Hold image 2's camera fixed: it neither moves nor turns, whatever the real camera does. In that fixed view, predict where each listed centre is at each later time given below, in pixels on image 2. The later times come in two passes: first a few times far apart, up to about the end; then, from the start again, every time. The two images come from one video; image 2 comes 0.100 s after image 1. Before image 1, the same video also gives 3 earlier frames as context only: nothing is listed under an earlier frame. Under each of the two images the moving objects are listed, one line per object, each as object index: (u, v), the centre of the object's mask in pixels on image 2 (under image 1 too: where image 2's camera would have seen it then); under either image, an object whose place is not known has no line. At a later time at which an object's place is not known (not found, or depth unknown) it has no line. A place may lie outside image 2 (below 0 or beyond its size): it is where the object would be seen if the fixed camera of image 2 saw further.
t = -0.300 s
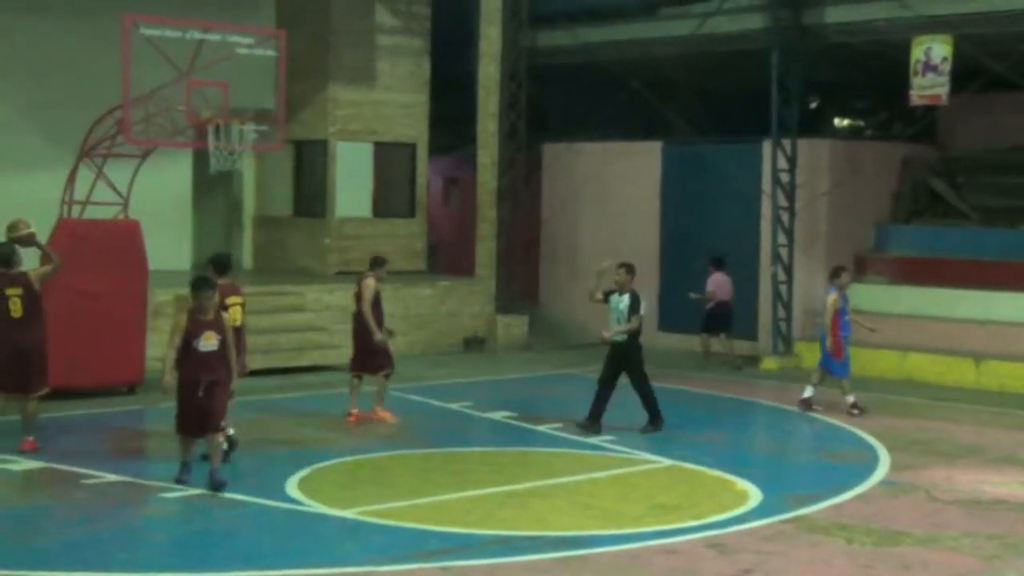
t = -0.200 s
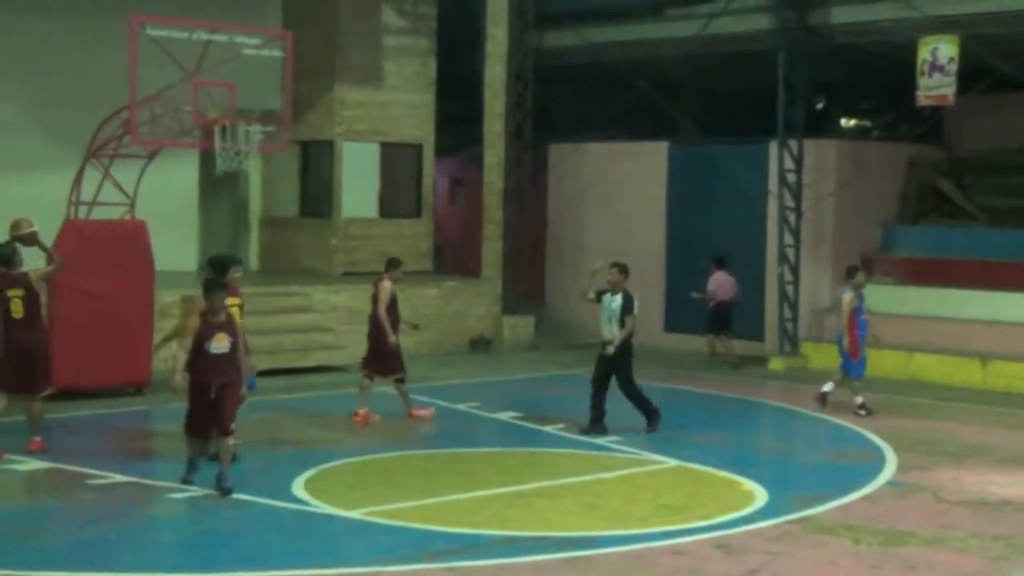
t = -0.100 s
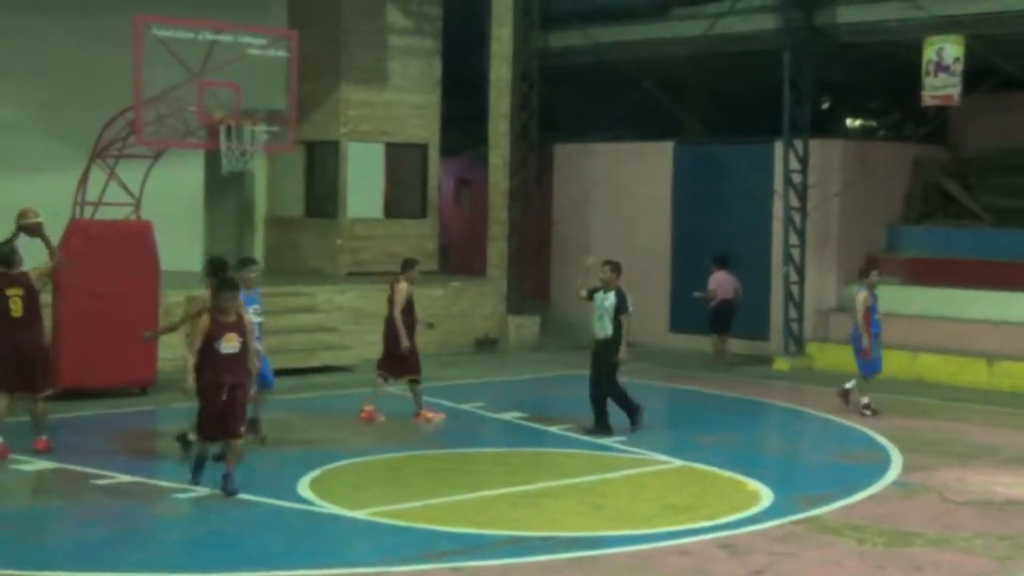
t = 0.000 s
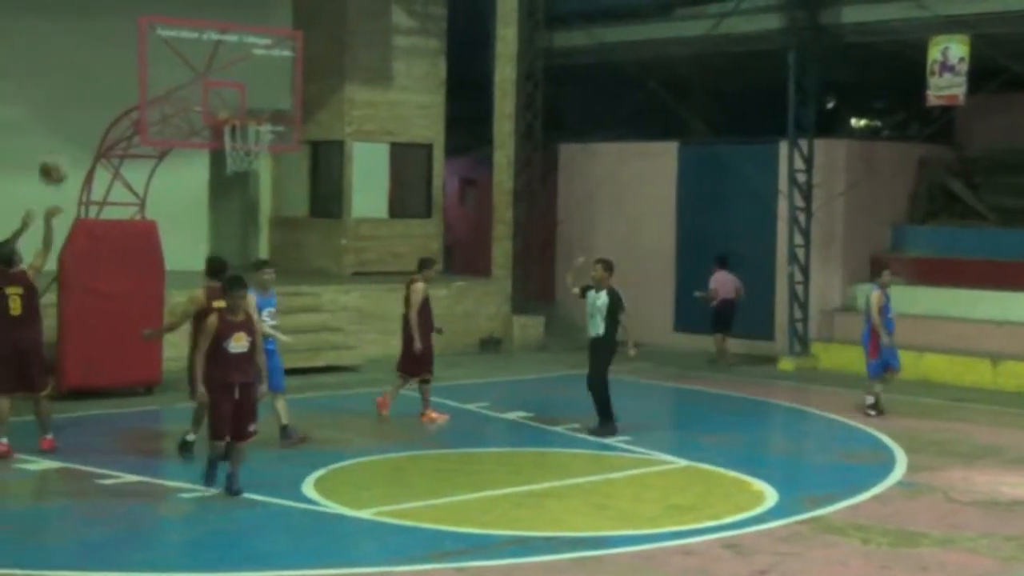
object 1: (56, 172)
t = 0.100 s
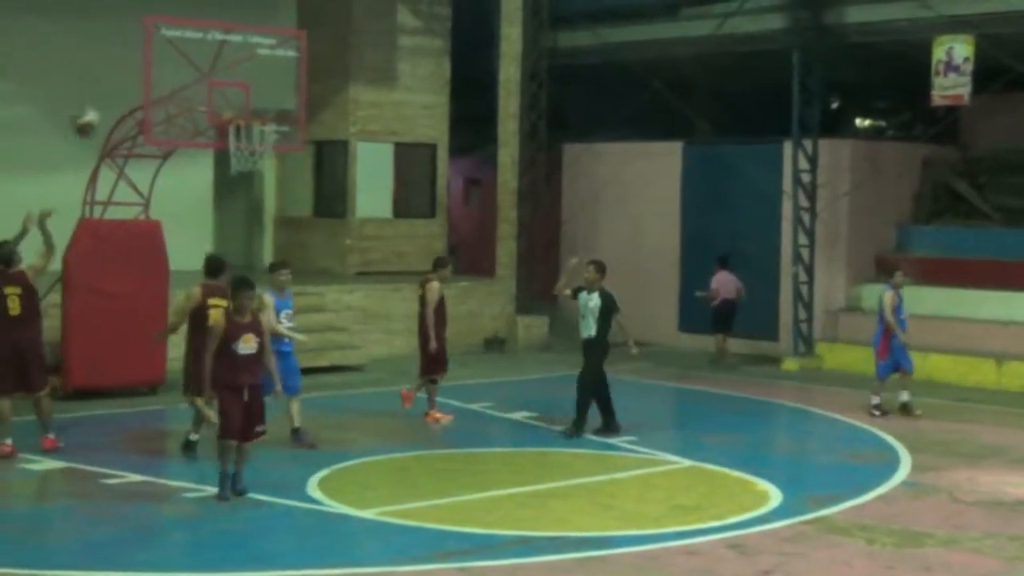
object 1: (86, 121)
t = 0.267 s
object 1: (125, 68)
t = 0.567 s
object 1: (195, 50)
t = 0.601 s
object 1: (201, 54)
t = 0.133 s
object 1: (93, 108)
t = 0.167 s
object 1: (101, 96)
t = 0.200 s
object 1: (110, 87)
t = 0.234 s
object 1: (119, 77)
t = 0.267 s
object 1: (125, 68)
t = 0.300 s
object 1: (133, 62)
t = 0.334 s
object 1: (141, 55)
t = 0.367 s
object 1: (151, 52)
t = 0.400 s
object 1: (158, 48)
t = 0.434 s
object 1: (164, 47)
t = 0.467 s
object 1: (173, 47)
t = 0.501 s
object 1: (182, 48)
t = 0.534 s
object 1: (187, 48)
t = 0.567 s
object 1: (195, 50)
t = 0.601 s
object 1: (201, 54)
